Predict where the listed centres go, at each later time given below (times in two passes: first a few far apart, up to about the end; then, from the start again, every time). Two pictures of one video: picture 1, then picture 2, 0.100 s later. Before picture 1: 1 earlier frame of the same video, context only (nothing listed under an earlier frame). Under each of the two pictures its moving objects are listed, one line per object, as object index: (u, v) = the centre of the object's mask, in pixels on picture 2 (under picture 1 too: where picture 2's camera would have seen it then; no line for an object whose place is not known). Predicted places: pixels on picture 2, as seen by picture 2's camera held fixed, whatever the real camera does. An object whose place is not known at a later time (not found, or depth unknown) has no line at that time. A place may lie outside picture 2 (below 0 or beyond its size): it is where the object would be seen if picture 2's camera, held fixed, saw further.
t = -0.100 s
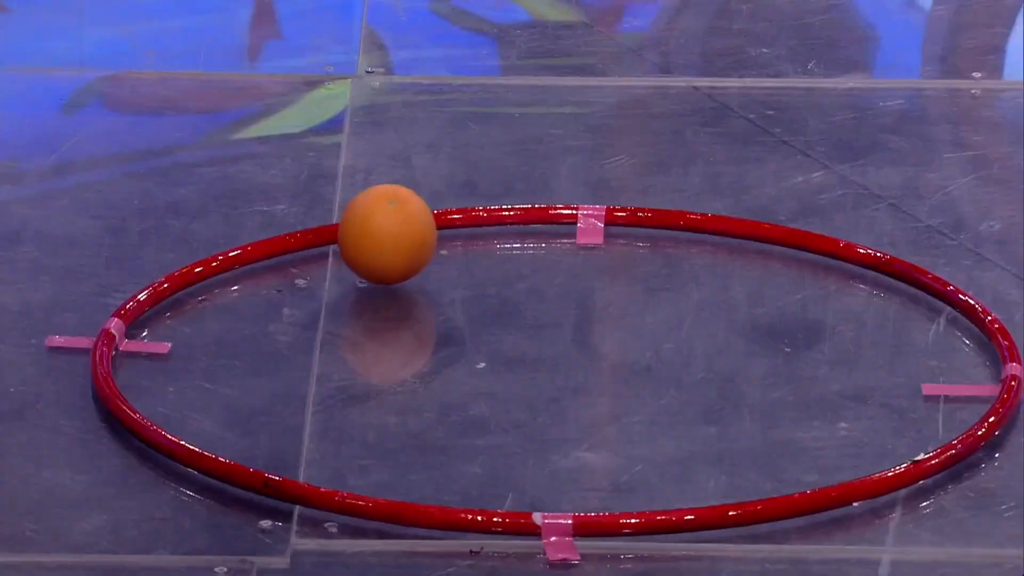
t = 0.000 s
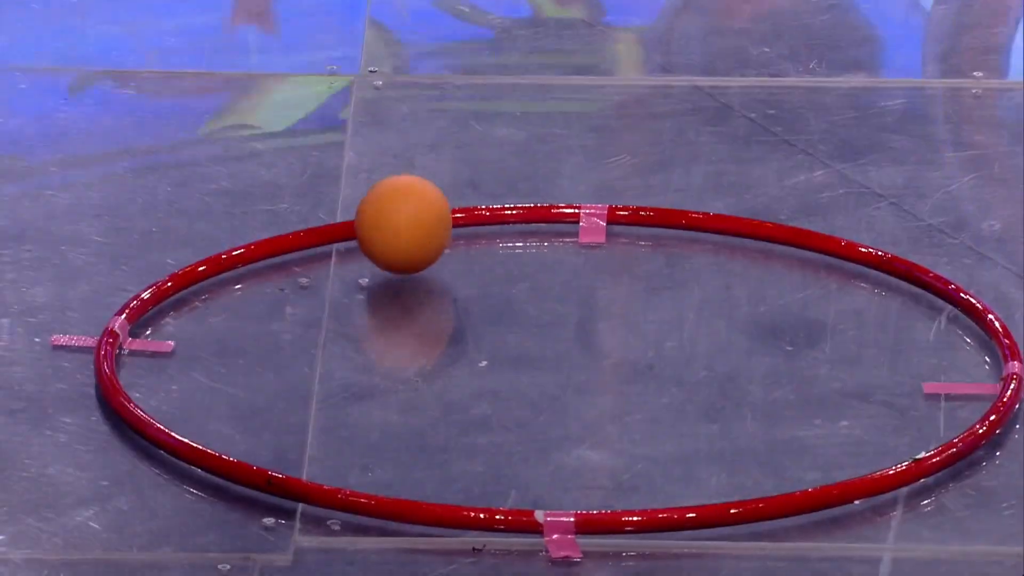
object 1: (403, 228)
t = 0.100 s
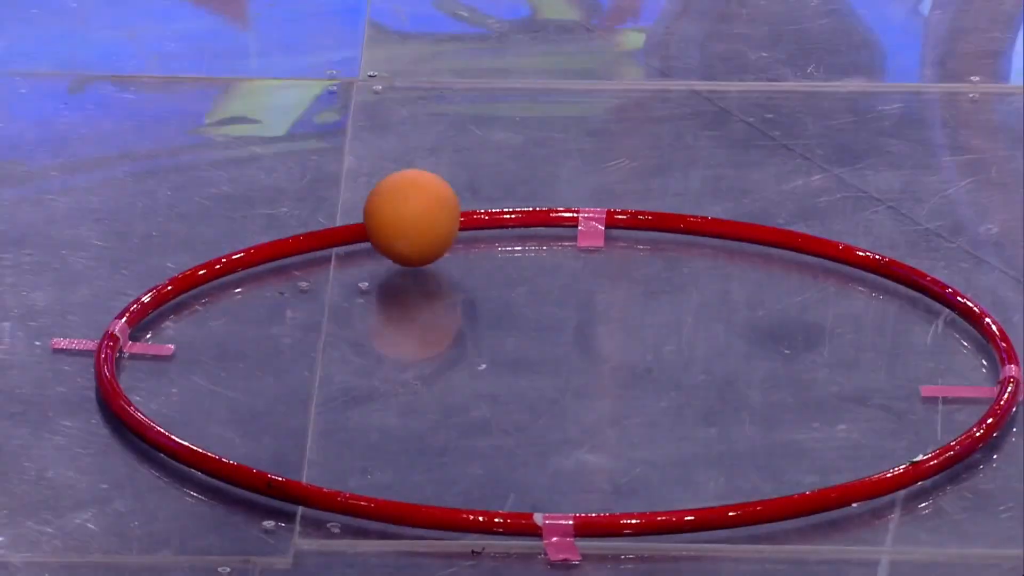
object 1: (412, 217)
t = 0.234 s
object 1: (420, 206)
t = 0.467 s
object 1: (443, 207)
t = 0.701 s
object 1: (476, 209)
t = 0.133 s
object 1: (414, 214)
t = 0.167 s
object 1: (417, 211)
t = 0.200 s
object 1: (418, 209)
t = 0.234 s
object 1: (420, 206)
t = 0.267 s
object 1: (421, 204)
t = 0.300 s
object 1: (424, 201)
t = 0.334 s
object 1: (427, 204)
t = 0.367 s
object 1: (431, 204)
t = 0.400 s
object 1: (435, 205)
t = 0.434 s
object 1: (439, 206)
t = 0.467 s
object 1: (443, 207)
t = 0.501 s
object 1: (447, 207)
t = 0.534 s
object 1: (452, 208)
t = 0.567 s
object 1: (457, 208)
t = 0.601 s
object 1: (461, 208)
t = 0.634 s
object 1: (466, 209)
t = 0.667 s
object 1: (471, 209)
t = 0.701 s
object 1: (476, 209)
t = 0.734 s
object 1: (481, 207)
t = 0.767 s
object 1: (487, 207)
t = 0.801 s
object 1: (493, 207)
